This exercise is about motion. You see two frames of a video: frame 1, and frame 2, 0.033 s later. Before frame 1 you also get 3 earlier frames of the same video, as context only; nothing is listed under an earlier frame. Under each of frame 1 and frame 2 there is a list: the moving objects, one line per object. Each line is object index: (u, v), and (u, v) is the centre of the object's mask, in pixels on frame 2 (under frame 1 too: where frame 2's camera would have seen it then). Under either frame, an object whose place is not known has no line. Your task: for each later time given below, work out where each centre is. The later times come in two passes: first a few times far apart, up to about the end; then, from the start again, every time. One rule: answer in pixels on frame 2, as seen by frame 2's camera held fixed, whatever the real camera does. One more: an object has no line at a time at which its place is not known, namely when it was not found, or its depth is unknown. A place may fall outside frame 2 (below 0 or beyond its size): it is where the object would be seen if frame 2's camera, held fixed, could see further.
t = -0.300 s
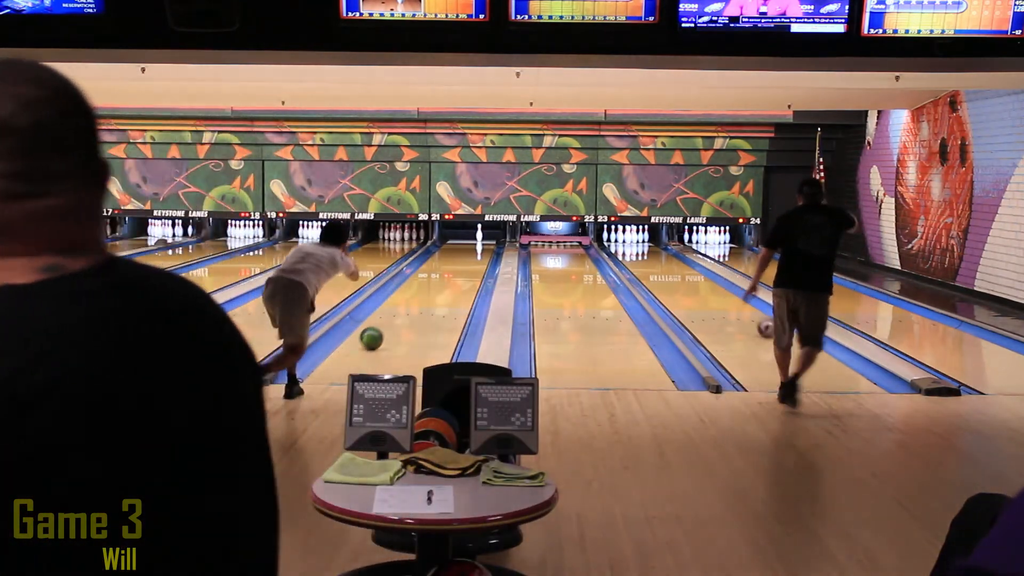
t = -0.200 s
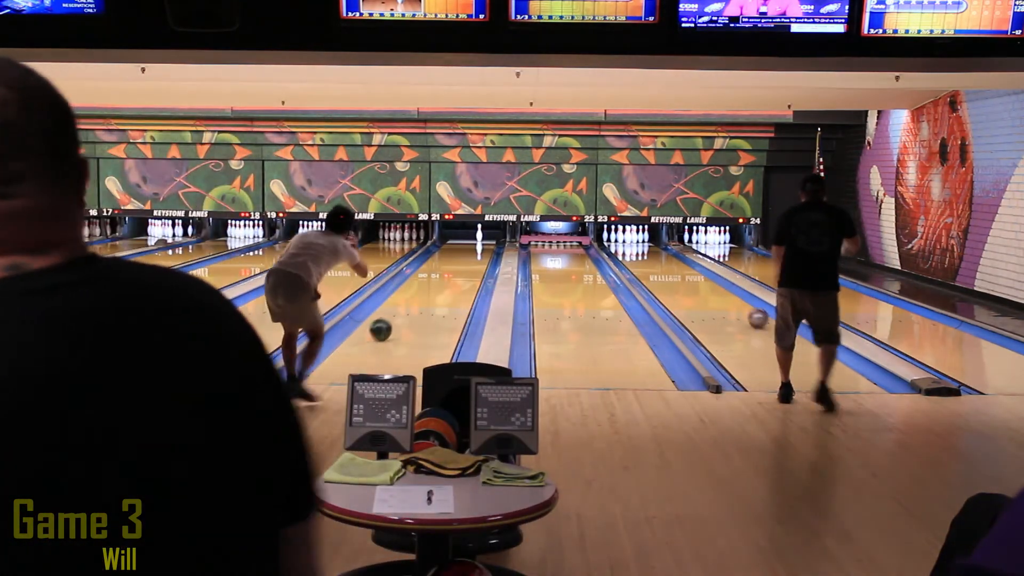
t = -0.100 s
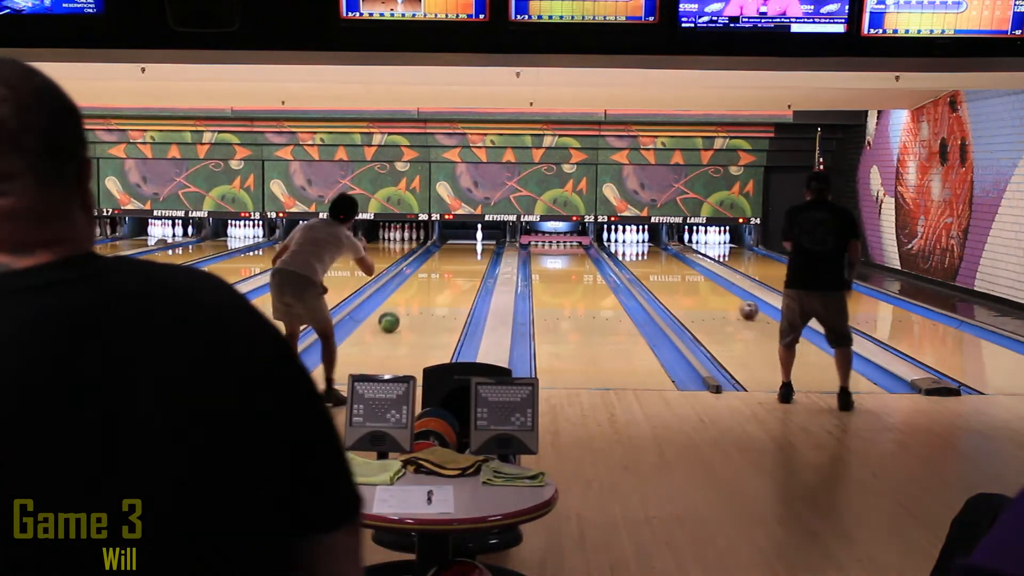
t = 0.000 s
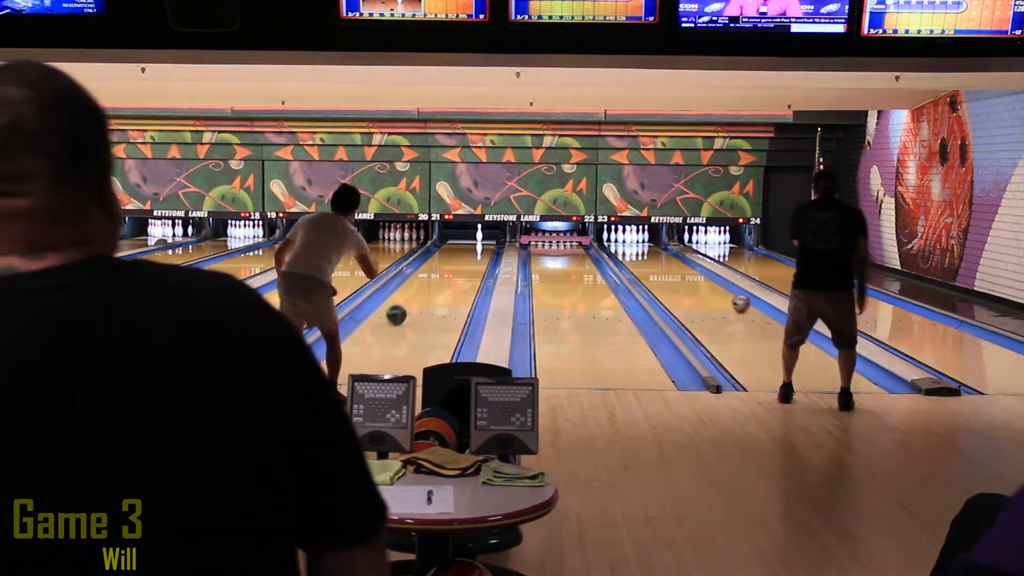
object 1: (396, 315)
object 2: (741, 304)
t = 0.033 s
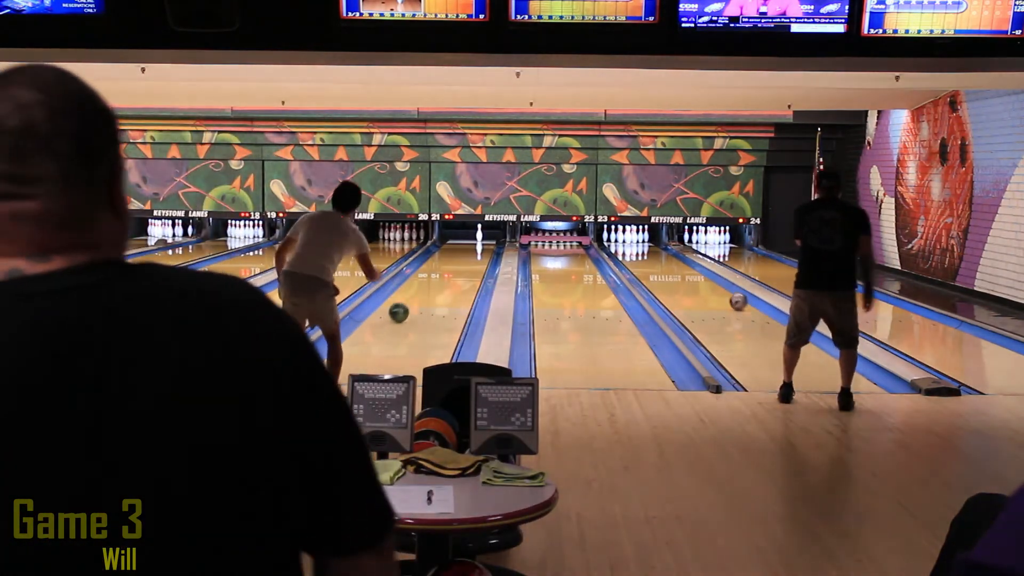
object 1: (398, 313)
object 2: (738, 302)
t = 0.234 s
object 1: (411, 301)
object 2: (725, 289)
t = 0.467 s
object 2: (709, 278)
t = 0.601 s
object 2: (702, 272)
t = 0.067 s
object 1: (401, 310)
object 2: (736, 299)
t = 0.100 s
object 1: (403, 308)
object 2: (733, 297)
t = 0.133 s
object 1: (405, 306)
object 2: (731, 295)
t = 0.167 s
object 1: (407, 304)
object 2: (729, 293)
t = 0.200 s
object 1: (409, 302)
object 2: (726, 291)
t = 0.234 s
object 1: (411, 301)
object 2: (725, 289)
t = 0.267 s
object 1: (413, 299)
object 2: (722, 287)
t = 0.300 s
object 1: (415, 297)
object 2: (720, 286)
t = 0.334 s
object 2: (718, 284)
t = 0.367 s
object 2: (716, 283)
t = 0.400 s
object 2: (714, 281)
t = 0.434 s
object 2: (711, 279)
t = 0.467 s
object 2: (709, 278)
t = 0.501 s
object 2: (707, 277)
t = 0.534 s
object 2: (706, 275)
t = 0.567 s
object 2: (704, 274)
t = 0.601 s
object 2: (702, 272)
